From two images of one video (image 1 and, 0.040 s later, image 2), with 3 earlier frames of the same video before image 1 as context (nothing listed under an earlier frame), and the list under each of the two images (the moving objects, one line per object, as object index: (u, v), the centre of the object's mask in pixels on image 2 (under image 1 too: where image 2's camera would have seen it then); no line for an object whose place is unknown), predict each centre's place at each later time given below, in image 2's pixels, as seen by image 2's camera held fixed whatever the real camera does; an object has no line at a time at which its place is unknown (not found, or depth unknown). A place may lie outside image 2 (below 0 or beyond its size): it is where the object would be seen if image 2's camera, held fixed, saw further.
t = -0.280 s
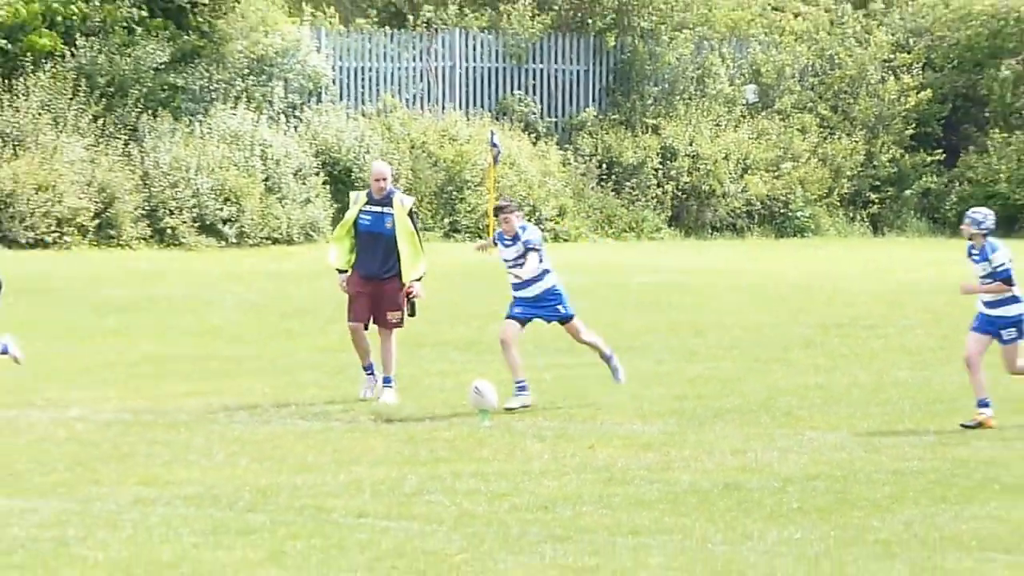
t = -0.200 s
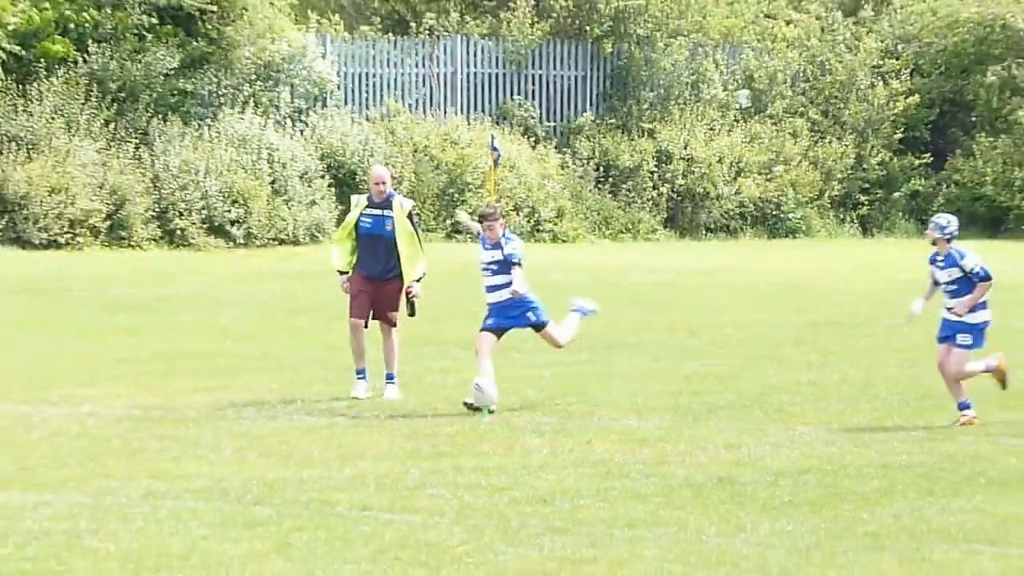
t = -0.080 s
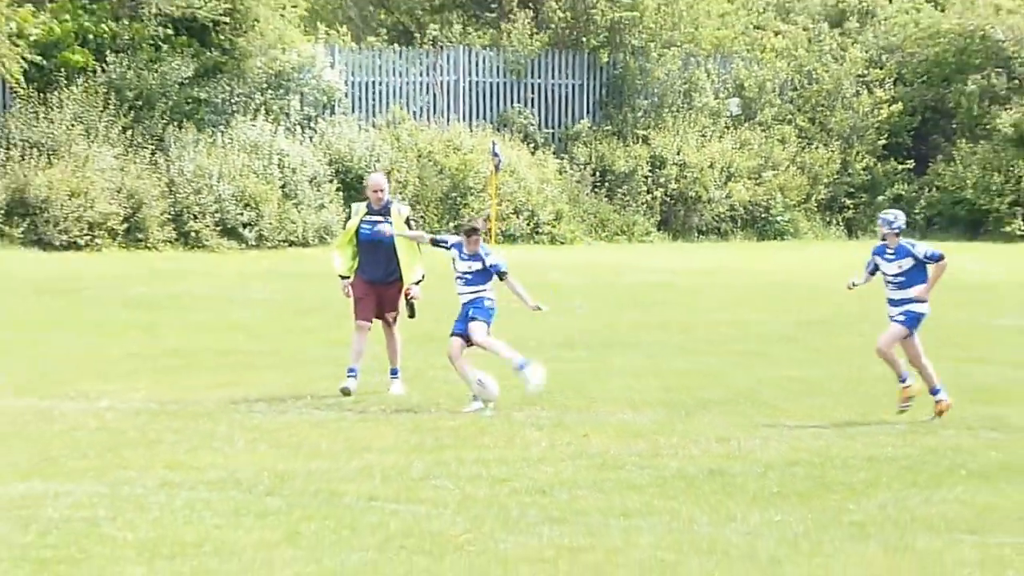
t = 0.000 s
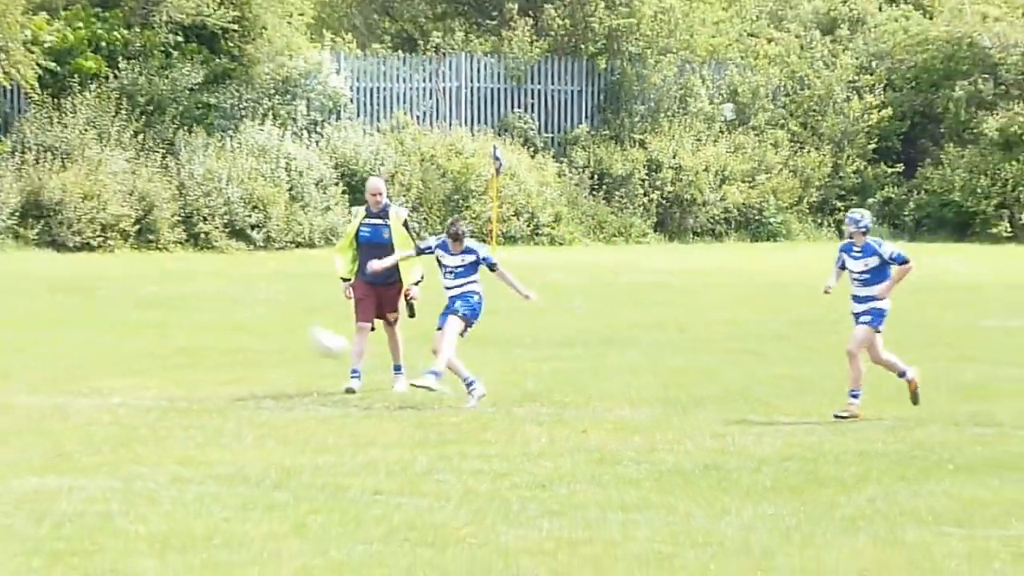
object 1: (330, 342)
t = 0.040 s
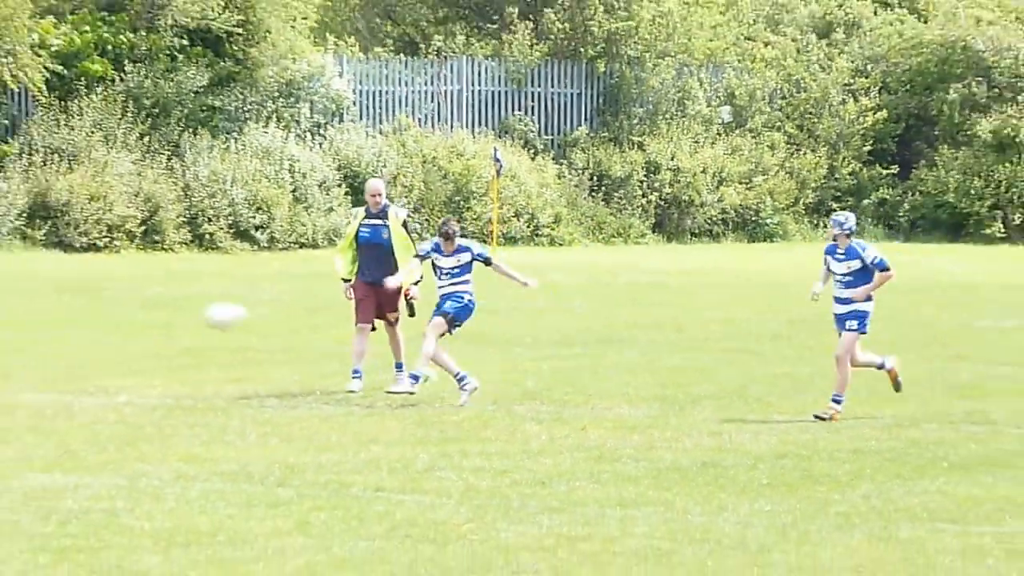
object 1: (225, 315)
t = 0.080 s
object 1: (123, 289)
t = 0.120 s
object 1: (24, 265)
